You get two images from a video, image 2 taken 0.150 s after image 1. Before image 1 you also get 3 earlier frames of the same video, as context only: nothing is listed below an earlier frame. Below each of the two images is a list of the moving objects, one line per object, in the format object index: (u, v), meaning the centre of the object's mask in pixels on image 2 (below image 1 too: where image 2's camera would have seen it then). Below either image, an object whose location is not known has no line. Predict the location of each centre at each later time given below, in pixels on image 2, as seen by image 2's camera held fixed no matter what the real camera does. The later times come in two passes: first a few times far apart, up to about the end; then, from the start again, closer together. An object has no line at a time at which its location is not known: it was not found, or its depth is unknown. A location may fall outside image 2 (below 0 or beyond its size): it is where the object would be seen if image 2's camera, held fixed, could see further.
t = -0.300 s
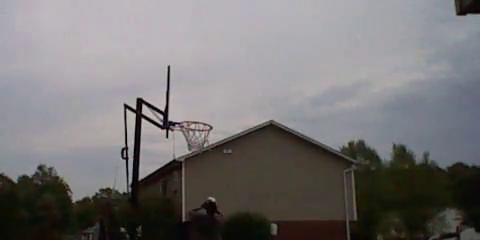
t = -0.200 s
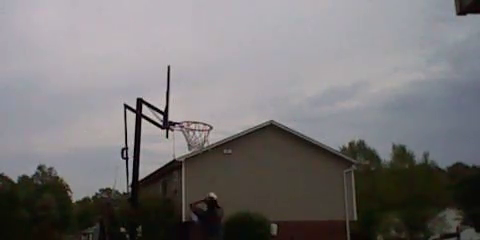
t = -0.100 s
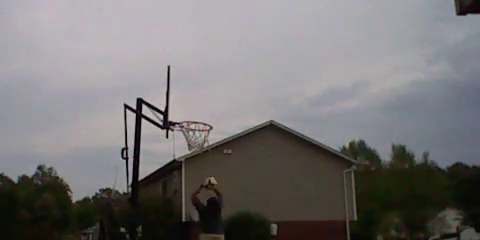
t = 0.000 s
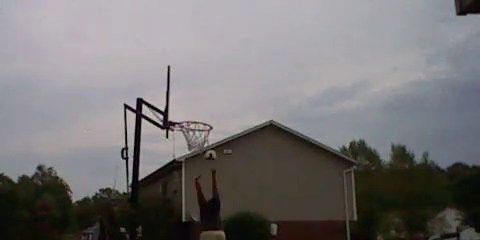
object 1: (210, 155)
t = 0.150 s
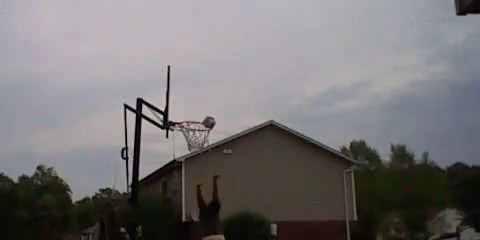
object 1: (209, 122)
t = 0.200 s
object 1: (208, 113)
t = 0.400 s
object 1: (206, 90)
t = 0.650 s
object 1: (203, 93)
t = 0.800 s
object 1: (202, 114)
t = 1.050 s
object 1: (212, 149)
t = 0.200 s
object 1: (208, 113)
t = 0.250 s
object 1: (207, 105)
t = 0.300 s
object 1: (207, 99)
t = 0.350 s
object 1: (206, 94)
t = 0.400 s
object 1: (206, 90)
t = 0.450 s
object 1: (205, 88)
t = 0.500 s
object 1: (205, 87)
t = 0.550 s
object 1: (204, 87)
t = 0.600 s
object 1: (204, 89)
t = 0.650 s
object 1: (203, 93)
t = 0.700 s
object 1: (203, 98)
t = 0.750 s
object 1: (202, 105)
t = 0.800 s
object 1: (202, 114)
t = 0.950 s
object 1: (205, 136)
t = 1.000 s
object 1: (208, 141)
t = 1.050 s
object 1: (212, 149)
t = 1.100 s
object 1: (214, 158)
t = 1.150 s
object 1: (216, 170)
